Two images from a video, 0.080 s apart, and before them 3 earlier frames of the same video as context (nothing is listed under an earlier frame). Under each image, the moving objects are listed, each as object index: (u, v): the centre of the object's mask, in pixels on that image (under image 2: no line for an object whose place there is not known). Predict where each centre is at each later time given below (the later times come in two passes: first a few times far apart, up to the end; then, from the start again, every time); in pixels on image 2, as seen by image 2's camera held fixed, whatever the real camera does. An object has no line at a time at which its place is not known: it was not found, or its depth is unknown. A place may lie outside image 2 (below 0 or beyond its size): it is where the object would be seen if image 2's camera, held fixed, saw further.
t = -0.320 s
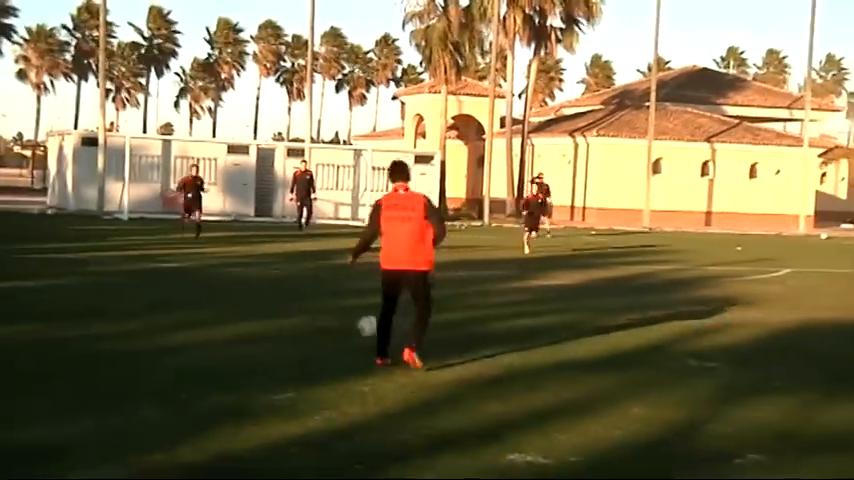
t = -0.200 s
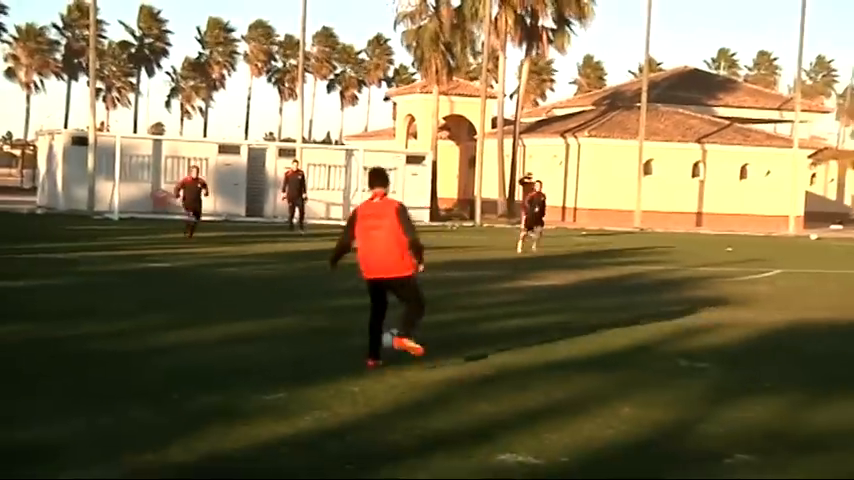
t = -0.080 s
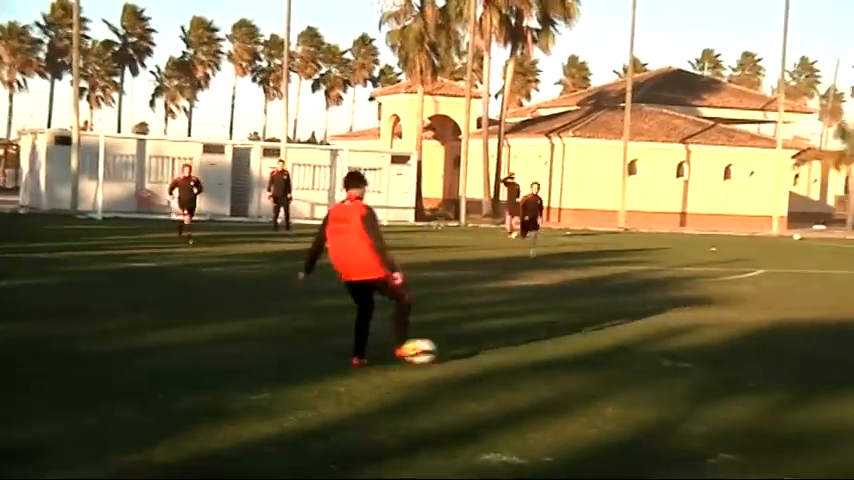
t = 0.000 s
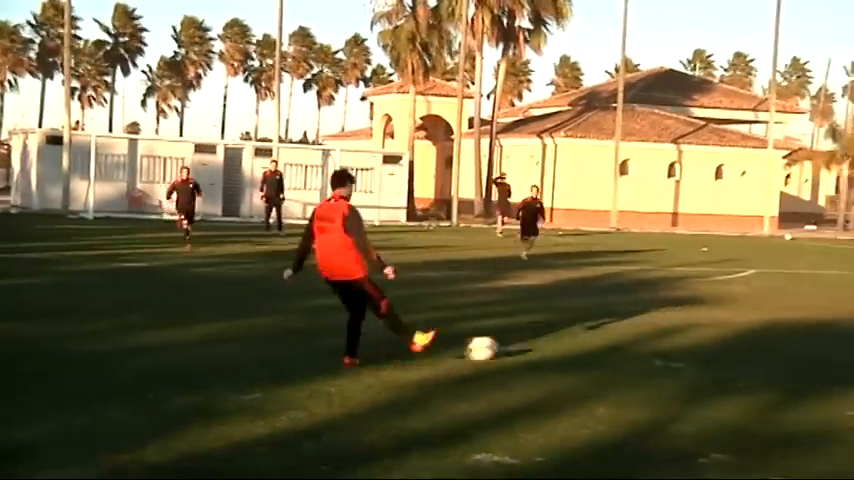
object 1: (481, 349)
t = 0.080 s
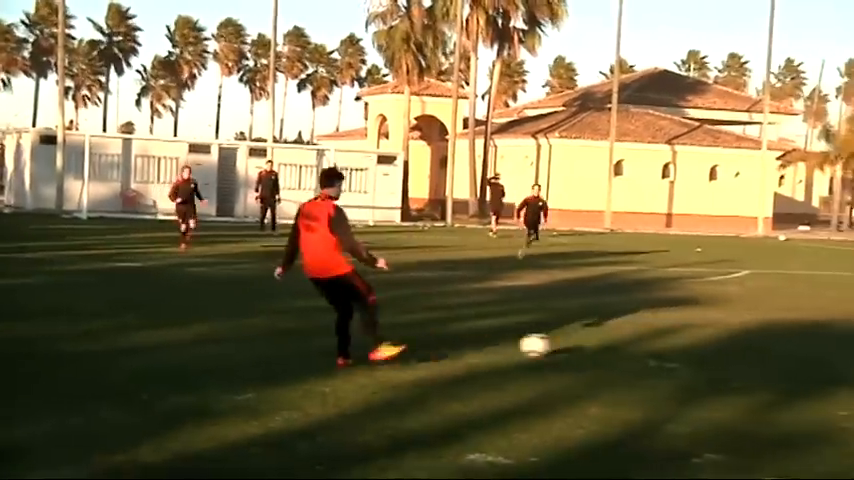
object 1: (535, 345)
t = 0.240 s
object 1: (638, 341)
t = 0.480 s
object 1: (757, 335)
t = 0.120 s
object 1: (562, 345)
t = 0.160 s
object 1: (591, 343)
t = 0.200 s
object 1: (615, 342)
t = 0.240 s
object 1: (638, 341)
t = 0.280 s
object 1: (661, 339)
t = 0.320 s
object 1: (681, 336)
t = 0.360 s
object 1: (703, 335)
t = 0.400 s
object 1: (722, 336)
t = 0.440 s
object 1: (741, 337)
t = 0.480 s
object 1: (757, 335)
